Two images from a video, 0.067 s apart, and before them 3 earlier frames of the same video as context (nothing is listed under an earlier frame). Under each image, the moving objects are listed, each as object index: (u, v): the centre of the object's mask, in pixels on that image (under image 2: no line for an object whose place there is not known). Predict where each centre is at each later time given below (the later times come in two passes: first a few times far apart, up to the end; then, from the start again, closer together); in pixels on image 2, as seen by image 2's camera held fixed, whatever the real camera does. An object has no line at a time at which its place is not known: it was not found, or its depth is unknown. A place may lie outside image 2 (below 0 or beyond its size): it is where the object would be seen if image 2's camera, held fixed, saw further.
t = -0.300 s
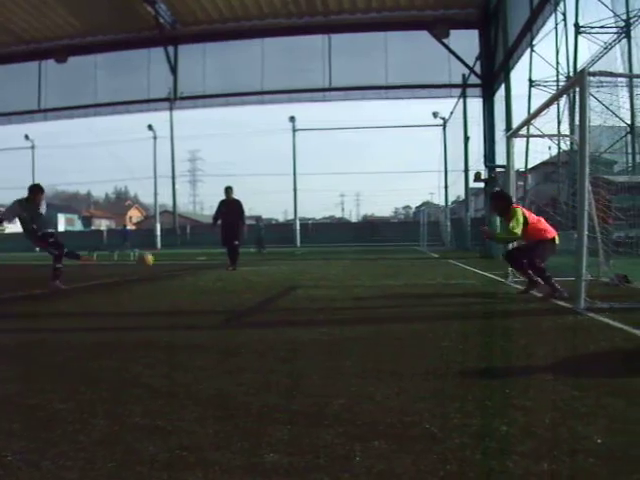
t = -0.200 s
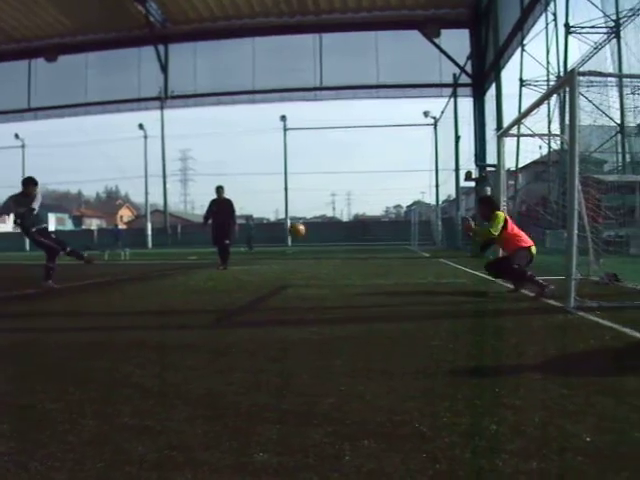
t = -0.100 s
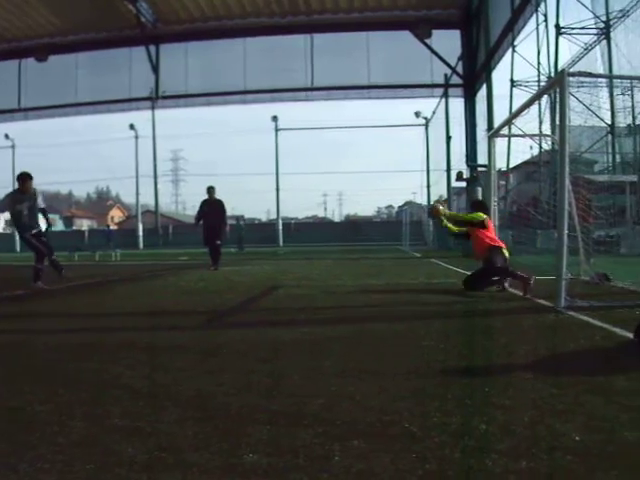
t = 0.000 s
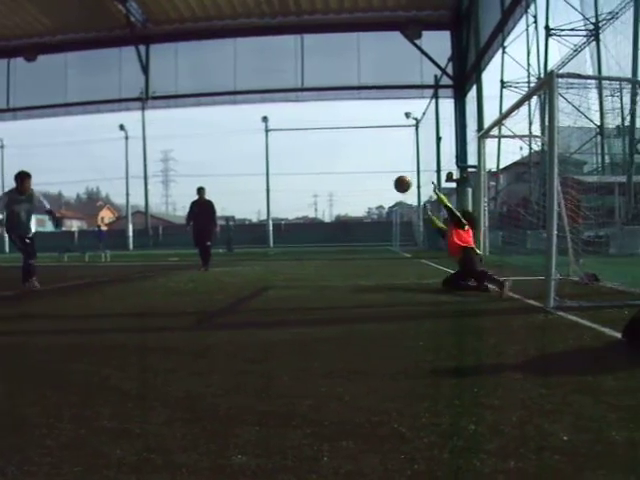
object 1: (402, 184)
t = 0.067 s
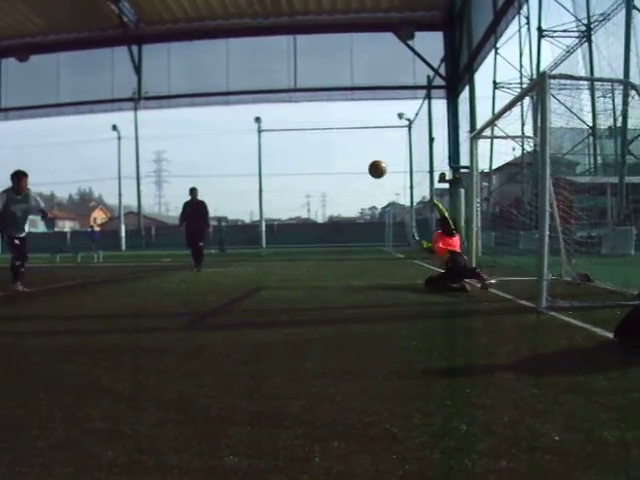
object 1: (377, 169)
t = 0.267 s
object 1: (314, 141)
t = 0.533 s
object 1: (204, 168)
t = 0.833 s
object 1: (37, 322)
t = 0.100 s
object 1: (367, 162)
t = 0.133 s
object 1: (357, 156)
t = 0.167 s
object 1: (347, 151)
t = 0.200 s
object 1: (337, 147)
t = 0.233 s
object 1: (326, 143)
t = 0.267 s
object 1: (314, 141)
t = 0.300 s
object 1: (303, 139)
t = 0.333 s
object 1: (290, 139)
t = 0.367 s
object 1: (277, 141)
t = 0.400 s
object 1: (264, 142)
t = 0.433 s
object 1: (250, 147)
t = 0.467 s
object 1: (235, 152)
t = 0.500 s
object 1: (219, 159)
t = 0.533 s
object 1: (204, 168)
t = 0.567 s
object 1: (186, 180)
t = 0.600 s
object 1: (169, 194)
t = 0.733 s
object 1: (92, 274)
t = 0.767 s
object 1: (71, 303)
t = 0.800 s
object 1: (46, 335)
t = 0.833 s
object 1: (37, 322)
